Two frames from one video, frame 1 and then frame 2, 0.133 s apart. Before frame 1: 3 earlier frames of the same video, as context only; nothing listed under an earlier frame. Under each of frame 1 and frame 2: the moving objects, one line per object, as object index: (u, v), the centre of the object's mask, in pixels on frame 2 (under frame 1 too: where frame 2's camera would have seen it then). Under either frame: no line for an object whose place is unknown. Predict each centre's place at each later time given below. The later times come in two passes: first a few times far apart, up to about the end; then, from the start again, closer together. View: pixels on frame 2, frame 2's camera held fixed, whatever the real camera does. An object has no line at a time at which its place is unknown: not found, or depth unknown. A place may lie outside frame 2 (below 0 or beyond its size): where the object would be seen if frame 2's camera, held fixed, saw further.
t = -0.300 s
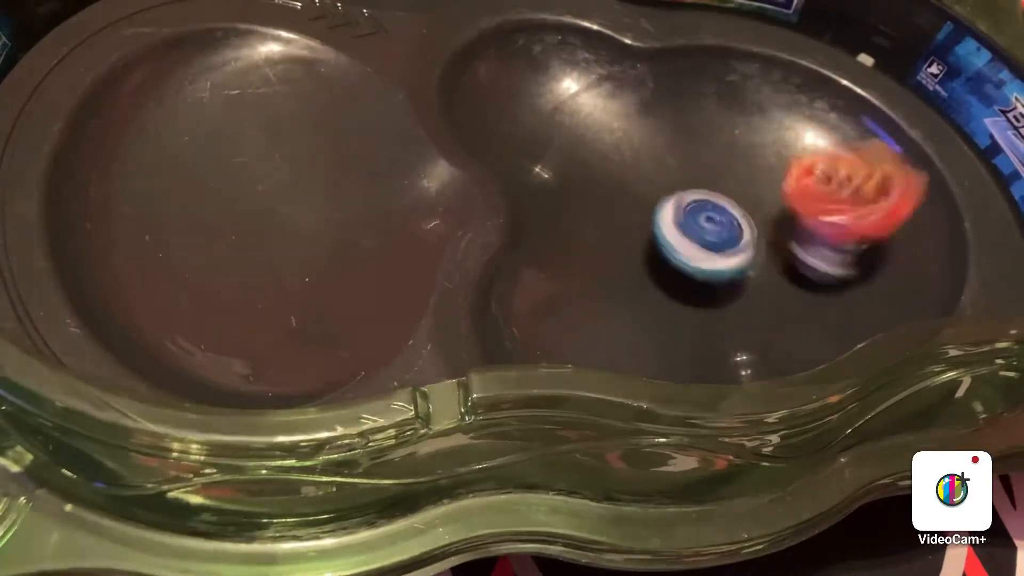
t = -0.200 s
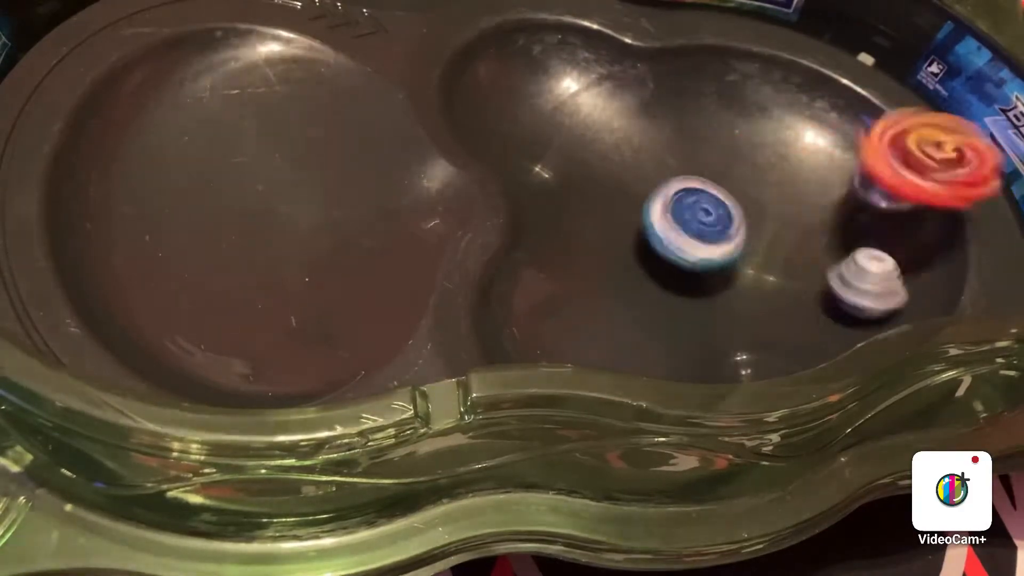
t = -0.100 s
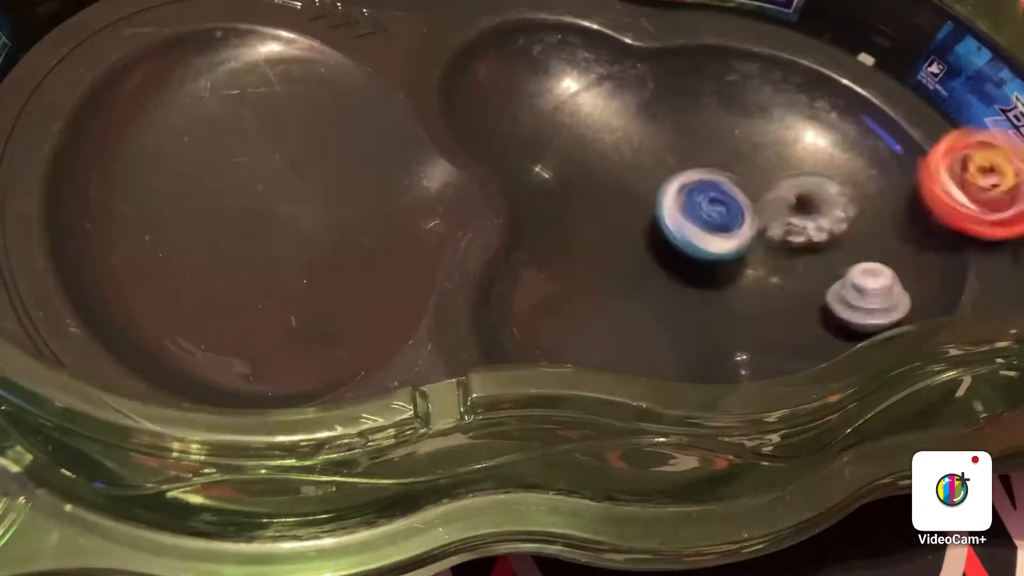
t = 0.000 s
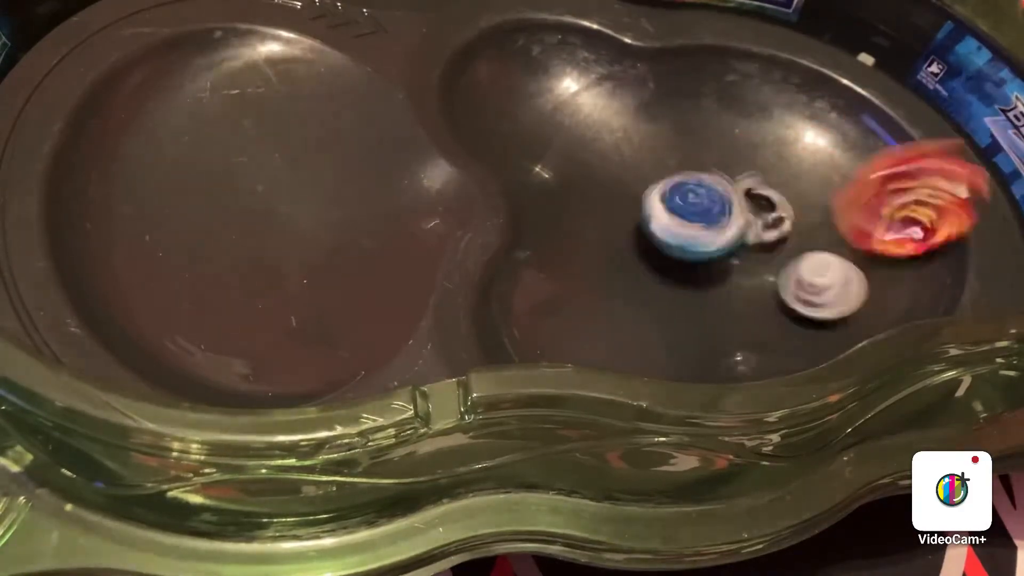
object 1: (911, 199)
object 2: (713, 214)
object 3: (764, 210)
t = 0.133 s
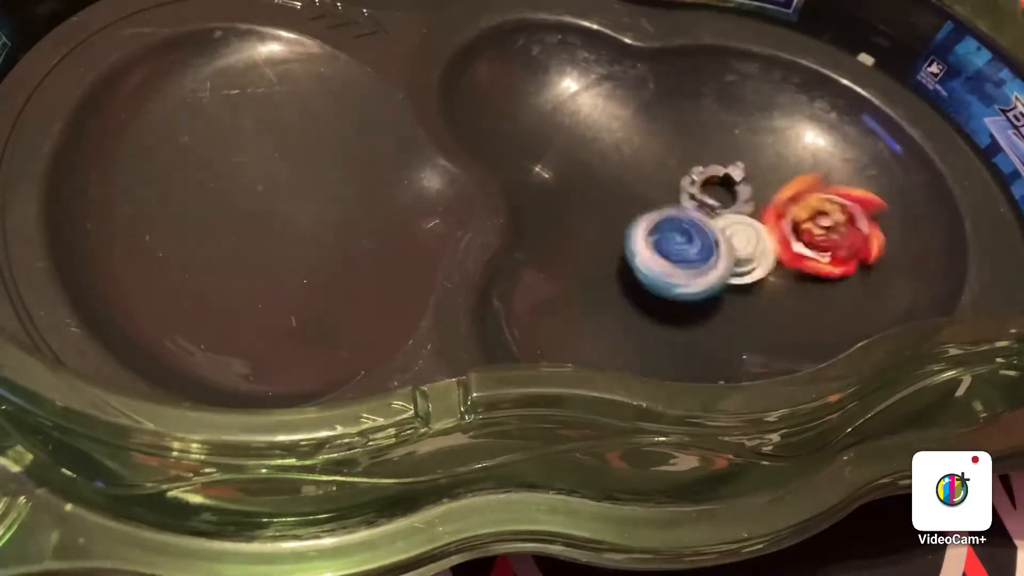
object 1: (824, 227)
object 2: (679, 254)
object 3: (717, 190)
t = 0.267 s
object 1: (799, 221)
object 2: (698, 284)
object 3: (703, 188)
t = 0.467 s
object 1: (823, 205)
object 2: (744, 274)
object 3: (702, 198)
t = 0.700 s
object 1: (828, 185)
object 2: (727, 250)
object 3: (708, 188)
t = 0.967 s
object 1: (813, 191)
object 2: (719, 224)
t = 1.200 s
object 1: (821, 198)
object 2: (734, 213)
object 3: (694, 197)
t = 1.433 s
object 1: (839, 198)
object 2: (762, 225)
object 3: (716, 192)
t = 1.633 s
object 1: (841, 200)
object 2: (761, 224)
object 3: (717, 191)
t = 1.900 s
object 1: (840, 200)
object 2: (761, 225)
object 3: (717, 191)
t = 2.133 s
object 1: (840, 200)
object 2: (750, 216)
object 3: (717, 191)
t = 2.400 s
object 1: (840, 200)
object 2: (750, 216)
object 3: (717, 191)
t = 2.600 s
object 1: (840, 200)
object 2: (750, 216)
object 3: (717, 191)
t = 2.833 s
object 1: (840, 200)
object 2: (749, 216)
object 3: (717, 191)
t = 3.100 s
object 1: (840, 201)
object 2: (749, 216)
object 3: (717, 191)
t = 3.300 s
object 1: (840, 201)
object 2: (749, 217)
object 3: (717, 191)
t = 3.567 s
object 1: (840, 201)
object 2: (750, 216)
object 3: (717, 191)
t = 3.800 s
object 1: (840, 201)
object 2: (750, 217)
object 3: (717, 191)
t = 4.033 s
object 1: (841, 201)
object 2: (750, 216)
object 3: (717, 191)
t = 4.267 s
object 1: (840, 201)
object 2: (750, 217)
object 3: (717, 191)
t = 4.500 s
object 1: (840, 201)
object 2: (750, 216)
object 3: (717, 191)
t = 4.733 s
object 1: (840, 201)
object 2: (750, 216)
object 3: (717, 191)
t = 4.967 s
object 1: (840, 201)
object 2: (750, 216)
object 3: (717, 191)
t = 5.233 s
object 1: (840, 201)
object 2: (750, 216)
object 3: (717, 191)
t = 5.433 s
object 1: (840, 201)
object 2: (750, 216)
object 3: (717, 191)
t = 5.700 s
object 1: (840, 201)
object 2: (750, 216)
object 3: (717, 191)
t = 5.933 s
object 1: (840, 201)
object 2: (750, 216)
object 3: (717, 191)
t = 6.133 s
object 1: (840, 201)
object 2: (750, 216)
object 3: (717, 191)
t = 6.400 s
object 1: (841, 201)
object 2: (750, 216)
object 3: (717, 191)
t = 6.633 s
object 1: (841, 200)
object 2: (750, 216)
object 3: (717, 191)
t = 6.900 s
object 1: (841, 200)
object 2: (750, 216)
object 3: (717, 191)
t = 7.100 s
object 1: (841, 200)
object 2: (750, 216)
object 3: (717, 191)
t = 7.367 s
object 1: (842, 200)
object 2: (750, 216)
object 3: (717, 191)
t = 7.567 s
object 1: (842, 200)
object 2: (750, 216)
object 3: (717, 191)
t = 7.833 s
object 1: (842, 200)
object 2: (751, 216)
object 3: (717, 191)
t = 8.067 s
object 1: (842, 200)
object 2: (751, 216)
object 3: (717, 191)
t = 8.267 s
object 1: (842, 200)
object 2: (751, 216)
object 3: (717, 191)
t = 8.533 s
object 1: (842, 200)
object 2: (751, 216)
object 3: (717, 191)
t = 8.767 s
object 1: (842, 200)
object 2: (751, 216)
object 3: (717, 191)
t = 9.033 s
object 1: (842, 200)
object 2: (751, 216)
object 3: (717, 191)
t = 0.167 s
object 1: (812, 227)
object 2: (676, 263)
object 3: (708, 182)
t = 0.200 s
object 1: (803, 222)
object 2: (681, 274)
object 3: (697, 195)
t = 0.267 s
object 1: (799, 221)
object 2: (698, 284)
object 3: (703, 188)
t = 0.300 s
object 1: (799, 221)
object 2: (705, 285)
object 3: (693, 196)
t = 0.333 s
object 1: (801, 221)
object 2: (716, 286)
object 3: (693, 193)
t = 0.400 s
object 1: (814, 213)
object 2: (732, 280)
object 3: (694, 194)
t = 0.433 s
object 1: (820, 208)
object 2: (740, 278)
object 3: (697, 197)
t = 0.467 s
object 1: (823, 205)
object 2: (744, 274)
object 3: (702, 198)
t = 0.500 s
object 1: (825, 202)
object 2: (748, 271)
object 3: (699, 199)
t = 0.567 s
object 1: (835, 188)
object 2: (743, 267)
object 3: (706, 200)
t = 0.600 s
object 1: (835, 183)
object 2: (741, 264)
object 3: (708, 200)
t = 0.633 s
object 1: (832, 183)
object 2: (738, 259)
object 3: (701, 199)
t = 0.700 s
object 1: (828, 185)
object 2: (727, 250)
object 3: (708, 188)
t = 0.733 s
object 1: (824, 187)
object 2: (725, 248)
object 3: (712, 190)
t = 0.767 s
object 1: (822, 188)
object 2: (718, 244)
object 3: (715, 190)
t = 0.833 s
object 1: (819, 190)
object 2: (714, 239)
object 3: (721, 192)
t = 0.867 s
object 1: (818, 190)
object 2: (716, 232)
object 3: (729, 191)
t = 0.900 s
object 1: (817, 191)
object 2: (716, 231)
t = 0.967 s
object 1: (813, 191)
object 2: (719, 224)
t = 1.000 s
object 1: (811, 194)
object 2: (720, 218)
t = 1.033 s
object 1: (814, 194)
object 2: (725, 217)
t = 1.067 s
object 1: (815, 194)
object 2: (727, 215)
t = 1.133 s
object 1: (815, 197)
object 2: (728, 209)
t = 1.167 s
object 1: (818, 198)
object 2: (729, 208)
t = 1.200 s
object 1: (821, 198)
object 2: (734, 213)
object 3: (694, 197)
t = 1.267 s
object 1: (830, 198)
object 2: (742, 221)
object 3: (710, 189)
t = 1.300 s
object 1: (834, 197)
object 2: (743, 223)
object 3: (715, 190)
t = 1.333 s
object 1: (837, 196)
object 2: (756, 232)
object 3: (717, 191)
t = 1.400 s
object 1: (839, 198)
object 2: (761, 224)
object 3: (716, 193)
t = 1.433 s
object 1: (839, 198)
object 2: (762, 225)
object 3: (716, 192)
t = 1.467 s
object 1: (840, 198)
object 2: (762, 225)
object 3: (717, 191)
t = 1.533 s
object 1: (840, 199)
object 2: (762, 224)
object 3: (716, 191)
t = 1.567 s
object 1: (840, 200)
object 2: (762, 223)
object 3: (717, 191)
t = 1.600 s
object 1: (841, 200)
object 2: (762, 223)
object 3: (717, 191)
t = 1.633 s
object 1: (841, 200)
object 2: (761, 224)
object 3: (717, 191)
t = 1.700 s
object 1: (841, 200)
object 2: (761, 225)
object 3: (717, 191)
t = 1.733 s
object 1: (841, 200)
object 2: (761, 226)
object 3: (717, 191)
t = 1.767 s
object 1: (841, 200)
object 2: (761, 226)
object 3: (717, 191)
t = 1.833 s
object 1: (841, 200)
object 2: (761, 225)
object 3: (717, 191)
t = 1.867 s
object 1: (840, 200)
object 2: (761, 225)
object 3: (717, 191)
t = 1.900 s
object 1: (840, 200)
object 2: (761, 225)
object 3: (717, 191)
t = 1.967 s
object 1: (841, 200)
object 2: (761, 225)
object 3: (717, 191)
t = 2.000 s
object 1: (841, 200)
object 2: (761, 225)
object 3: (717, 191)
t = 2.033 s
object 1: (840, 200)
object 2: (761, 225)
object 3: (717, 191)
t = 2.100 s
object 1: (840, 200)
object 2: (750, 217)
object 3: (717, 191)
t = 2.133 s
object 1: (840, 200)
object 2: (750, 216)
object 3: (717, 191)
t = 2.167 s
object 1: (840, 200)
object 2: (750, 216)
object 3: (717, 191)
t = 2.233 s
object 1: (840, 201)
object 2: (750, 216)
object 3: (717, 191)
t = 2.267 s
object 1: (840, 201)
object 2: (750, 216)
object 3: (717, 191)
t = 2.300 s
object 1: (840, 201)
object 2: (750, 216)
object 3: (717, 191)
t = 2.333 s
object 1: (840, 200)
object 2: (750, 216)
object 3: (717, 191)
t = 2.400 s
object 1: (840, 200)
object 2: (750, 216)
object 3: (717, 191)
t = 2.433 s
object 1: (840, 201)
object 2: (750, 216)
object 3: (717, 191)
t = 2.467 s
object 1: (840, 200)
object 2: (750, 216)
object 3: (717, 191)
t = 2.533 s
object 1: (840, 200)
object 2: (750, 216)
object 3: (717, 191)
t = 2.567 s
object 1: (840, 200)
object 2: (750, 216)
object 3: (717, 191)
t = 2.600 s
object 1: (840, 200)
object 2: (750, 216)
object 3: (717, 191)
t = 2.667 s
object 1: (840, 200)
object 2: (750, 216)
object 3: (717, 191)
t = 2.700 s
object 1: (840, 201)
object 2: (750, 216)
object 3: (717, 191)
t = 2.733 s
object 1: (840, 200)
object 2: (749, 216)
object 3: (717, 191)
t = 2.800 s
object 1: (840, 200)
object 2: (749, 216)
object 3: (717, 191)
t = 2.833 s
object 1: (840, 200)
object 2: (749, 216)
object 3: (717, 191)
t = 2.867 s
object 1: (840, 200)
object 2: (749, 216)
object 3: (717, 191)
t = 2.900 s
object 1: (840, 200)
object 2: (749, 216)
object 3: (717, 191)
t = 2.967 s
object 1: (840, 200)
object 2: (749, 216)
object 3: (717, 191)
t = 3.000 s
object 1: (841, 200)
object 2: (749, 216)
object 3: (717, 191)
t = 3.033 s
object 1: (840, 200)
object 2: (749, 217)
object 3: (717, 191)
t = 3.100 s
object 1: (840, 201)
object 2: (749, 216)
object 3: (717, 191)
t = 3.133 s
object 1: (840, 201)
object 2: (749, 216)
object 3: (717, 191)
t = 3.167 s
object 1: (840, 201)
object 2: (749, 216)
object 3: (717, 191)
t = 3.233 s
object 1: (841, 200)
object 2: (749, 216)
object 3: (717, 191)
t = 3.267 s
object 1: (841, 200)
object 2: (749, 216)
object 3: (717, 191)
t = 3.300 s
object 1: (840, 201)
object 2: (749, 217)
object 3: (717, 191)
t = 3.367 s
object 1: (840, 201)
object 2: (750, 216)
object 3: (717, 191)
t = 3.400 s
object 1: (840, 200)
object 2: (750, 216)
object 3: (717, 191)
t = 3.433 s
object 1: (840, 201)
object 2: (750, 217)
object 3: (717, 191)
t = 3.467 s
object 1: (840, 201)
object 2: (750, 217)
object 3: (717, 191)
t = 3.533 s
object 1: (840, 201)
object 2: (750, 217)
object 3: (717, 191)
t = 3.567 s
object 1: (840, 201)
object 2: (750, 216)
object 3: (717, 191)
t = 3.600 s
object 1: (840, 201)
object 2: (750, 216)
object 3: (717, 191)
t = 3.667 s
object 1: (840, 201)
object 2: (750, 217)
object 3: (717, 191)
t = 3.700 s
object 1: (840, 201)
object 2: (750, 216)
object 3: (717, 191)
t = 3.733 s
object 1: (840, 201)
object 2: (750, 216)
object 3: (717, 191)
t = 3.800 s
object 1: (840, 201)
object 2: (750, 217)
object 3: (717, 191)
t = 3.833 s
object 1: (840, 201)
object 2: (750, 216)
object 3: (717, 191)
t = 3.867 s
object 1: (840, 201)
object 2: (750, 216)
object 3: (717, 191)
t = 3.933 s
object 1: (841, 201)
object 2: (750, 216)
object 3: (717, 191)
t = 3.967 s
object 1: (841, 201)
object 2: (750, 216)
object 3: (717, 191)
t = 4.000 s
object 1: (841, 201)
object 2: (750, 216)
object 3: (717, 191)
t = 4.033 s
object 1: (841, 201)
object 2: (750, 216)
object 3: (717, 191)
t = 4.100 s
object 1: (840, 201)
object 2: (750, 216)
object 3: (717, 191)
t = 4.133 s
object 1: (841, 201)
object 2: (750, 216)
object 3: (717, 191)
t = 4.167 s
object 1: (841, 201)
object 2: (750, 216)
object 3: (717, 191)
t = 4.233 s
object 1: (840, 201)
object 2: (750, 217)
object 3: (717, 191)
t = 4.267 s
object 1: (840, 201)
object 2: (750, 217)
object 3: (717, 191)
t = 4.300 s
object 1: (841, 201)
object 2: (751, 217)
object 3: (717, 191)
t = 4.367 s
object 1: (840, 201)
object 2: (750, 216)
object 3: (717, 191)
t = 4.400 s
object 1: (840, 201)
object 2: (750, 216)
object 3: (717, 191)
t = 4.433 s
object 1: (840, 201)
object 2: (750, 216)
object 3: (717, 191)
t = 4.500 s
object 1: (840, 201)
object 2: (750, 216)
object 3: (717, 191)
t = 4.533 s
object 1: (840, 201)
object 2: (750, 216)
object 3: (717, 191)
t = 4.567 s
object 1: (840, 201)
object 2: (750, 216)
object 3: (717, 191)
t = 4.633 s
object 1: (840, 201)
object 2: (750, 216)
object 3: (717, 191)
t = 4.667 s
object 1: (840, 201)
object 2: (751, 216)
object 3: (717, 191)
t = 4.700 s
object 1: (840, 201)
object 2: (750, 216)
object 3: (717, 191)
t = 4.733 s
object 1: (840, 201)
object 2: (750, 216)
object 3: (717, 191)
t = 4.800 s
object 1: (840, 201)
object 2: (750, 216)
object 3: (717, 191)
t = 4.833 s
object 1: (840, 201)
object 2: (750, 216)
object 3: (717, 191)
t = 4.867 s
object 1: (840, 201)
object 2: (750, 216)
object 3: (717, 191)
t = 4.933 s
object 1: (840, 201)
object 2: (750, 216)
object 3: (717, 191)
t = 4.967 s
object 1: (840, 201)
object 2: (750, 216)
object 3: (717, 191)
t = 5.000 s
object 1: (840, 201)
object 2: (750, 216)
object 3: (717, 191)
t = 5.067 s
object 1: (840, 201)
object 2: (751, 216)
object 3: (717, 191)
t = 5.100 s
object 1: (840, 201)
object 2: (751, 216)
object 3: (717, 191)
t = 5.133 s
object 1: (840, 201)
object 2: (750, 216)
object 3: (717, 191)
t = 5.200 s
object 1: (840, 201)
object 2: (750, 216)
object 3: (717, 191)
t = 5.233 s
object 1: (840, 201)
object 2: (750, 216)
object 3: (717, 191)
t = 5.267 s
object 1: (840, 201)
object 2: (750, 216)
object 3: (717, 191)
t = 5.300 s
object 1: (840, 201)
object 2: (750, 216)
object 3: (717, 191)
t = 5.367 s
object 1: (840, 201)
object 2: (750, 216)
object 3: (717, 191)
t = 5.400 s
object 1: (840, 201)
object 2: (750, 216)
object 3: (717, 191)
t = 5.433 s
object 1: (840, 201)
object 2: (750, 216)
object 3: (717, 191)
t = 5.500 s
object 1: (840, 201)
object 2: (750, 216)
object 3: (717, 191)
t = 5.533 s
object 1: (840, 201)
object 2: (750, 216)
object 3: (717, 191)
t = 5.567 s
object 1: (840, 201)
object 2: (750, 216)
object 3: (717, 191)
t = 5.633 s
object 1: (840, 201)
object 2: (750, 216)
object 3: (717, 191)
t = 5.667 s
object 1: (840, 201)
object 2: (750, 216)
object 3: (717, 191)
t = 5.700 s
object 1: (840, 201)
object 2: (750, 216)
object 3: (717, 191)
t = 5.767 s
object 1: (840, 201)
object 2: (750, 216)
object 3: (717, 191)
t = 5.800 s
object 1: (840, 201)
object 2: (750, 216)
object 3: (717, 191)
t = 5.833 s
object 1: (840, 201)
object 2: (750, 216)
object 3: (717, 191)
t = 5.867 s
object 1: (840, 201)
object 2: (750, 216)
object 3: (717, 191)
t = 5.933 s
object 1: (840, 201)
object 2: (750, 216)
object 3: (717, 191)
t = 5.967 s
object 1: (840, 201)
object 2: (750, 216)
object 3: (717, 191)
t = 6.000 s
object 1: (840, 201)
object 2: (750, 216)
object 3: (717, 191)
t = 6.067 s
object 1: (840, 201)
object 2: (750, 216)
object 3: (717, 191)
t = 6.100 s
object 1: (840, 201)
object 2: (750, 216)
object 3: (717, 191)
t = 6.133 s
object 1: (840, 201)
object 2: (750, 216)
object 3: (717, 191)
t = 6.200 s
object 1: (840, 201)
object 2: (750, 216)
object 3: (717, 191)
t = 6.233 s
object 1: (840, 201)
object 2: (750, 216)
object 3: (717, 191)
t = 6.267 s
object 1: (840, 201)
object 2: (750, 216)
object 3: (717, 191)
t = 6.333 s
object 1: (840, 201)
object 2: (750, 216)
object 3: (717, 191)
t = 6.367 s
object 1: (840, 201)
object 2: (750, 216)
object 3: (717, 191)
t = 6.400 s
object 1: (841, 201)
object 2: (750, 216)
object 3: (717, 191)
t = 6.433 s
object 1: (841, 201)
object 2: (750, 216)
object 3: (717, 191)
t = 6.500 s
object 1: (841, 201)
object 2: (750, 216)
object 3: (717, 191)
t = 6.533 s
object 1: (841, 201)
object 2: (750, 216)
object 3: (717, 191)
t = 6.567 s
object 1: (841, 201)
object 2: (750, 216)
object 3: (717, 191)
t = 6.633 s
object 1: (841, 200)
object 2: (750, 216)
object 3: (717, 191)
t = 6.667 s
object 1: (841, 200)
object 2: (750, 216)
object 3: (717, 191)
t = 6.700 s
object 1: (841, 200)
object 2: (750, 216)
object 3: (717, 191)
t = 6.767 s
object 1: (841, 200)
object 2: (750, 216)
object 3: (717, 191)
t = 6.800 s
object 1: (841, 200)
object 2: (750, 216)
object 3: (717, 191)
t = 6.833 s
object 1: (841, 200)
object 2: (750, 216)
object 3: (717, 191)
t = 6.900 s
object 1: (841, 200)
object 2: (750, 216)
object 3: (717, 191)
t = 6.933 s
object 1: (841, 200)
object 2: (750, 216)
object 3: (717, 191)
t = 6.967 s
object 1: (841, 200)
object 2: (750, 216)
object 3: (717, 191)
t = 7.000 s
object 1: (841, 200)
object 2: (750, 216)
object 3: (717, 191)
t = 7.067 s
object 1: (841, 200)
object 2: (750, 216)
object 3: (717, 191)
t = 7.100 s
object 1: (841, 200)
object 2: (750, 216)
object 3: (717, 191)
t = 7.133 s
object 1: (842, 200)
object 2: (750, 216)
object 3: (717, 191)
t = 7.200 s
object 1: (842, 200)
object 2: (750, 216)
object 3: (717, 191)
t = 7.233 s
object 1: (842, 200)
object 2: (750, 216)
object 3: (717, 191)
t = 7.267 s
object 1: (842, 200)
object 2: (750, 216)
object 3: (717, 191)
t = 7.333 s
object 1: (842, 200)
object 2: (750, 216)
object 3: (717, 191)
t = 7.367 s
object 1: (842, 200)
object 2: (750, 216)
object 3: (717, 191)
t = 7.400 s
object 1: (842, 200)
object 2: (750, 216)
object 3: (717, 191)
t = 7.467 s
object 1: (842, 200)
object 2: (750, 216)
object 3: (717, 191)
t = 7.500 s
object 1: (842, 200)
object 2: (750, 216)
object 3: (717, 191)
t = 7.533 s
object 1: (842, 200)
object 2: (750, 216)
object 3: (717, 191)
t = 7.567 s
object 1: (842, 200)
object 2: (750, 216)
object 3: (717, 191)
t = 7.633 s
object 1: (842, 200)
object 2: (751, 216)
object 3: (717, 191)
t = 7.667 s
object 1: (842, 200)
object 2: (751, 216)
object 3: (717, 191)
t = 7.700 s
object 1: (842, 200)
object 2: (751, 216)
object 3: (717, 191)
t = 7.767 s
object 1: (842, 200)
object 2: (751, 216)
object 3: (717, 191)
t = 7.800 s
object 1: (842, 200)
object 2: (751, 216)
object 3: (717, 191)
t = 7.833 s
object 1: (842, 200)
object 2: (751, 216)
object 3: (717, 191)
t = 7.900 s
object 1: (842, 200)
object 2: (751, 216)
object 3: (717, 191)
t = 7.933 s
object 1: (842, 200)
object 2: (751, 216)
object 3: (717, 191)
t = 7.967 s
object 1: (842, 200)
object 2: (751, 216)
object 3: (717, 191)
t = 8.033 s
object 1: (842, 200)
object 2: (751, 216)
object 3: (717, 191)
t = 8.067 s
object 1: (842, 200)
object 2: (751, 216)
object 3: (717, 191)
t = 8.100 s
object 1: (842, 200)
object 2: (751, 216)
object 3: (717, 191)
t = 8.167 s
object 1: (842, 200)
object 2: (751, 216)
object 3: (717, 191)
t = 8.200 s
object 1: (842, 200)
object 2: (751, 216)
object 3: (717, 191)
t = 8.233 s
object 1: (842, 200)
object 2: (751, 216)
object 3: (717, 191)
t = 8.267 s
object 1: (842, 200)
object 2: (751, 216)
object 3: (717, 191)
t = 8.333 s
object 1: (842, 200)
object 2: (751, 216)
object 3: (717, 191)
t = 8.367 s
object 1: (842, 200)
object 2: (751, 216)
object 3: (717, 191)
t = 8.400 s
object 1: (842, 200)
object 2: (751, 216)
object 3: (717, 191)
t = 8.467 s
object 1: (842, 200)
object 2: (751, 216)
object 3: (717, 191)
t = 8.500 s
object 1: (842, 200)
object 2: (751, 216)
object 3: (717, 191)
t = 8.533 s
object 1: (842, 200)
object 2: (751, 216)
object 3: (717, 191)
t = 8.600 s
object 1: (842, 200)
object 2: (751, 216)
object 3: (717, 191)
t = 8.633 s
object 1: (842, 200)
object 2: (751, 216)
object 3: (717, 191)
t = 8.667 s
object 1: (842, 200)
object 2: (751, 216)
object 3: (717, 191)
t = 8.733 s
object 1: (842, 200)
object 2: (751, 216)
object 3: (717, 191)
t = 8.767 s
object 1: (842, 200)
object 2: (751, 216)
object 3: (717, 191)
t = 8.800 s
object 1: (842, 200)
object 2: (751, 216)
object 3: (717, 191)
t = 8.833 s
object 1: (842, 200)
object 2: (751, 216)
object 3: (717, 191)
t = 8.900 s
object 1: (842, 200)
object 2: (751, 216)
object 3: (717, 191)
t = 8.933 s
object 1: (842, 200)
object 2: (751, 216)
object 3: (717, 191)
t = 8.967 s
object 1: (842, 200)
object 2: (751, 216)
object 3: (717, 191)
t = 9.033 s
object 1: (842, 200)
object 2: (751, 216)
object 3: (717, 191)
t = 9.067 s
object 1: (842, 200)
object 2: (751, 216)
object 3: (717, 191)
